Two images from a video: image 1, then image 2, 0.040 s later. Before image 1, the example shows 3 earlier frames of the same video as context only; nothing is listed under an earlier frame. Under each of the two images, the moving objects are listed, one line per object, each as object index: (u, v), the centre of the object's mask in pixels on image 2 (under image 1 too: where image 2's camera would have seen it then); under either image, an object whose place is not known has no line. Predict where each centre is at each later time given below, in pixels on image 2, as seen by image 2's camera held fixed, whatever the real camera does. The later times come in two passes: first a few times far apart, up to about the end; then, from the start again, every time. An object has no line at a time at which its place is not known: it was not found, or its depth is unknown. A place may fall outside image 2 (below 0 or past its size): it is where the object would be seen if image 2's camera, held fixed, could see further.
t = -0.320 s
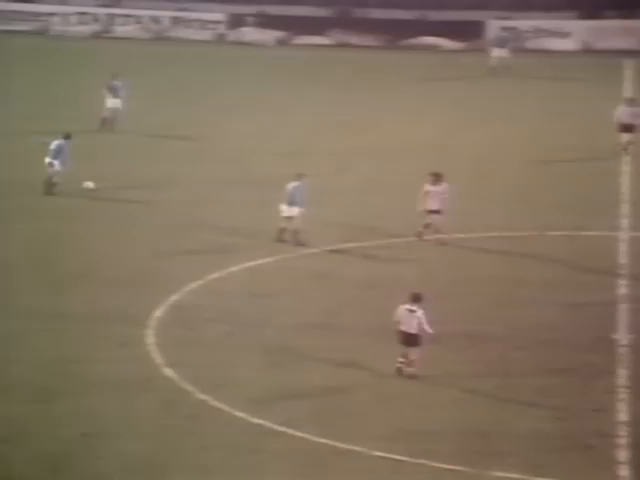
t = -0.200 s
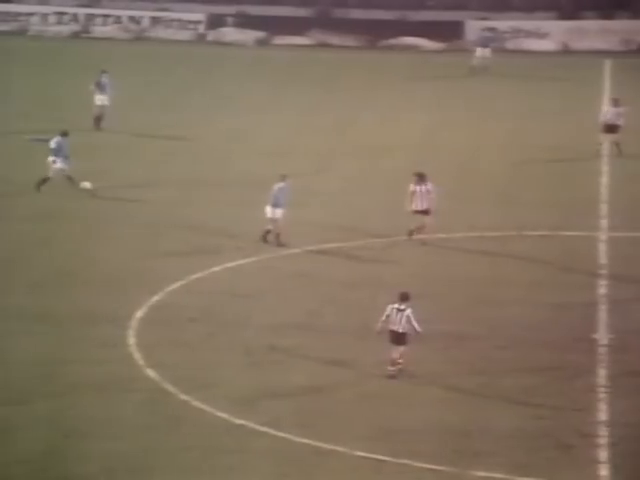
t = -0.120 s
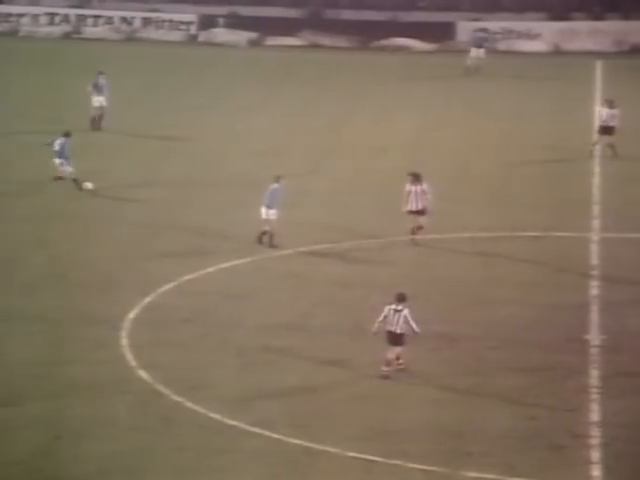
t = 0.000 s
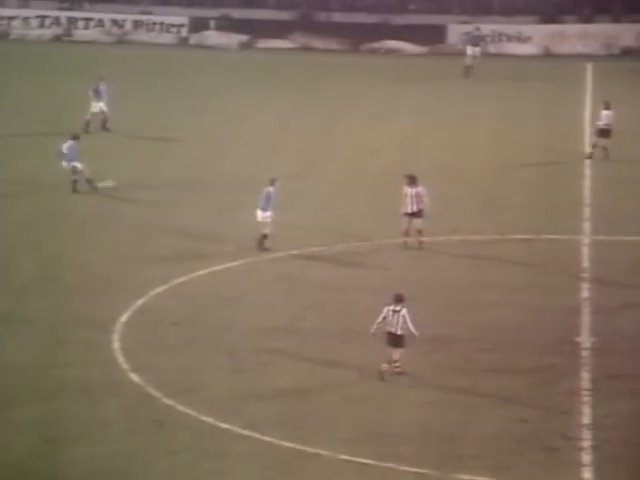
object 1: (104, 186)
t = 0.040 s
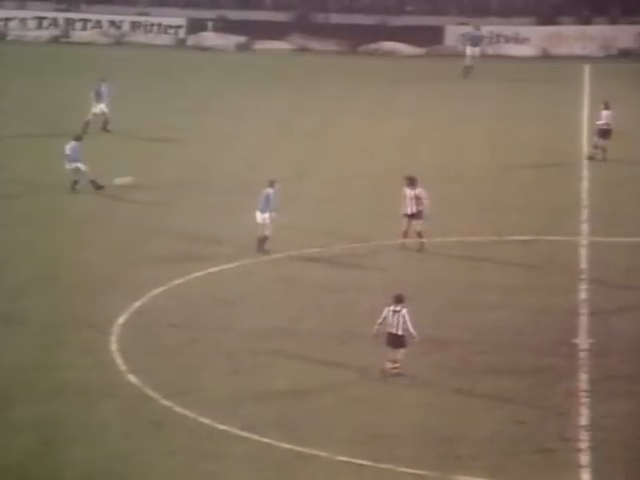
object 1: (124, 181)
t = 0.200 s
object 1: (197, 166)
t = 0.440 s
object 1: (286, 144)
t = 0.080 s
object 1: (142, 177)
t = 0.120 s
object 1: (161, 173)
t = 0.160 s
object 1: (179, 170)
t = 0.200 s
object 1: (197, 166)
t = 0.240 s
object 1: (214, 162)
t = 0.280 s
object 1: (230, 159)
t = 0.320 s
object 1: (245, 155)
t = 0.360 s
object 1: (258, 151)
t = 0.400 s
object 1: (272, 147)
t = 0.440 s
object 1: (286, 144)
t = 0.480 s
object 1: (299, 141)
